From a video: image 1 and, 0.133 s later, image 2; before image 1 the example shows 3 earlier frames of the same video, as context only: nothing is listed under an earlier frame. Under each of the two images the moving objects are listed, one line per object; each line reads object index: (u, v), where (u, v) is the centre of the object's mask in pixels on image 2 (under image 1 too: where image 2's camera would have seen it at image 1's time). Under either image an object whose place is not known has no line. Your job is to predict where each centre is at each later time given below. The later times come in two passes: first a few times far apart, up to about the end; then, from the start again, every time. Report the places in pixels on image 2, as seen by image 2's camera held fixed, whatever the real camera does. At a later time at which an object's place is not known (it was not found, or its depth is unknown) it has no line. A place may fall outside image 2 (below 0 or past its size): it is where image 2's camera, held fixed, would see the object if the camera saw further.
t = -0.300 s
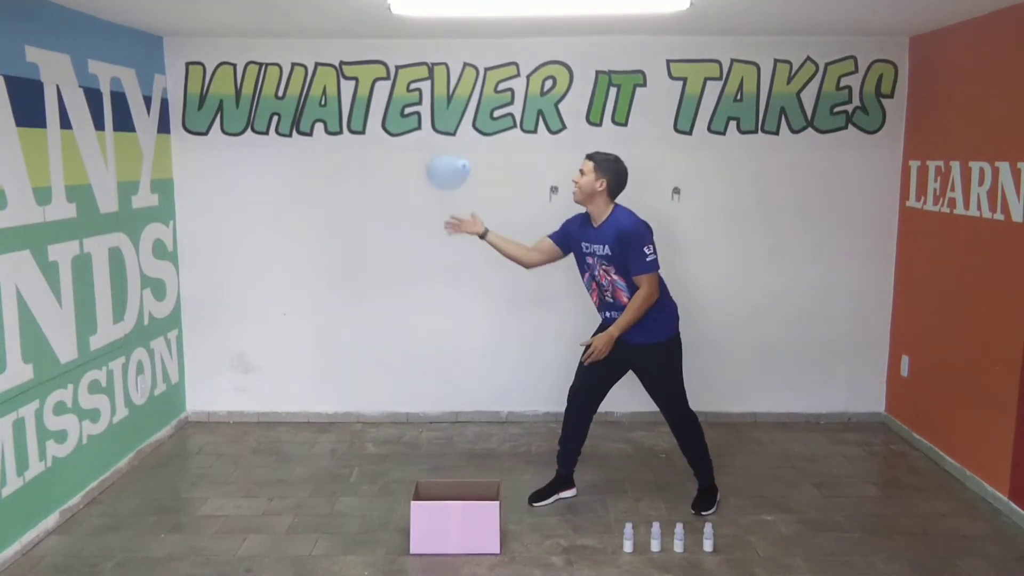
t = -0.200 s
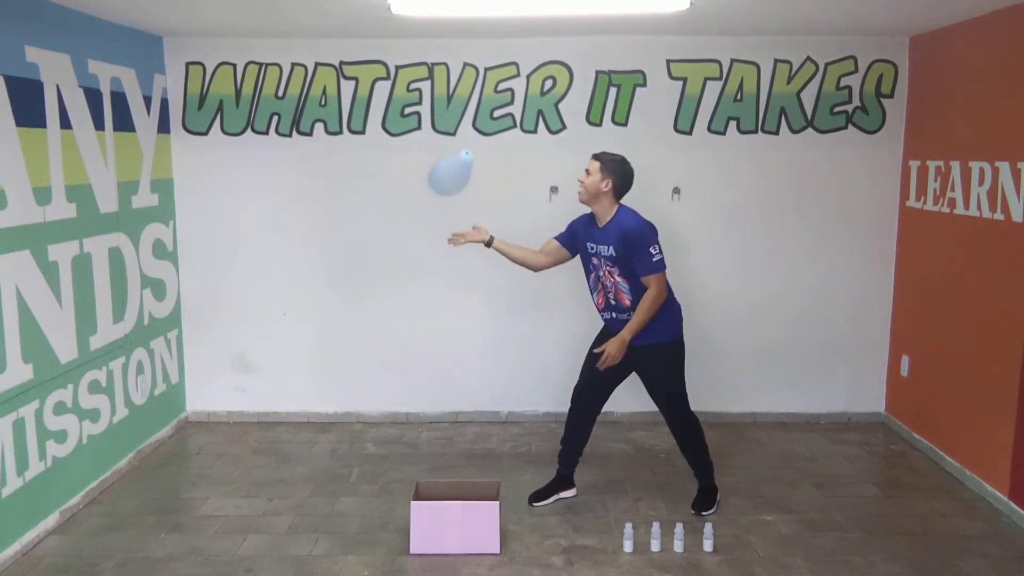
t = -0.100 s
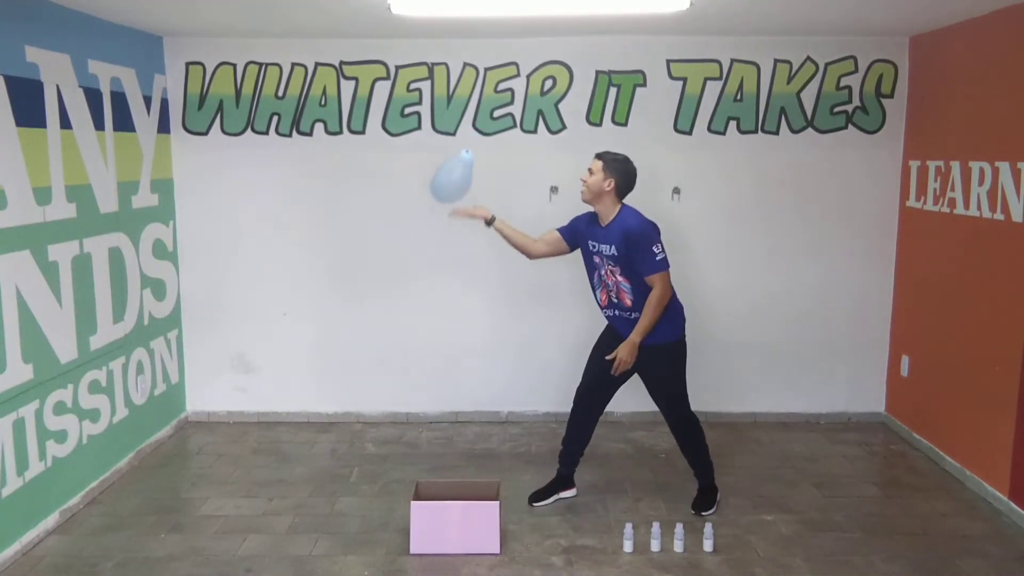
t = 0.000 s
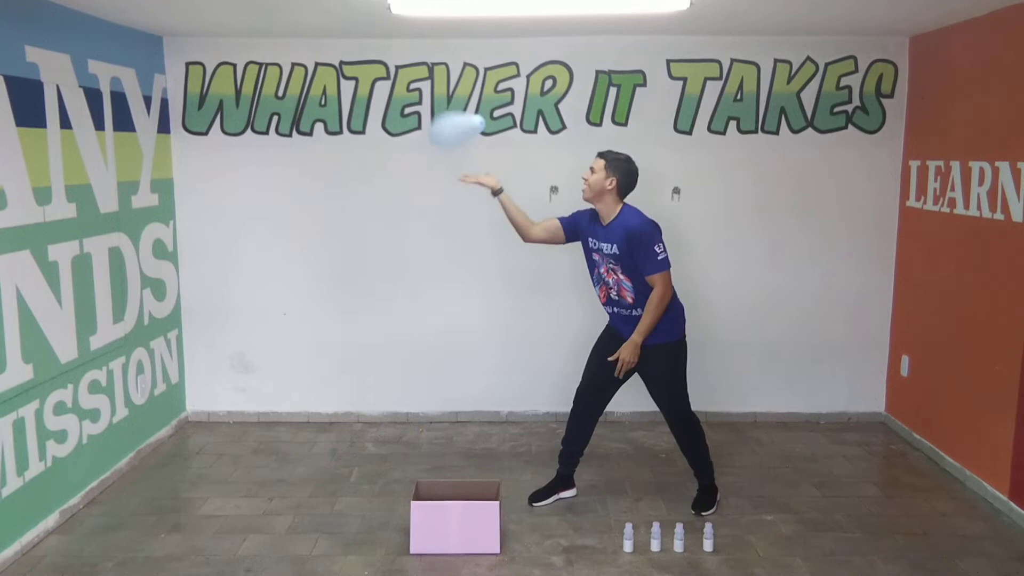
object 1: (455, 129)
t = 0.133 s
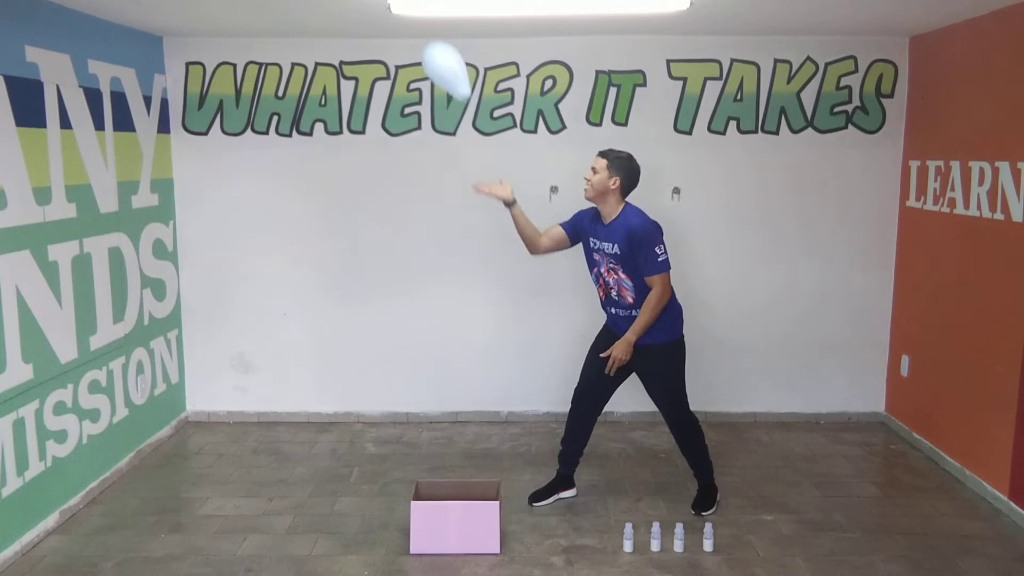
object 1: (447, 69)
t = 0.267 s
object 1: (438, 32)
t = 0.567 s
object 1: (435, 90)
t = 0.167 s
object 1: (444, 56)
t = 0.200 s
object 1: (441, 45)
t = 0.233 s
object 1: (439, 38)
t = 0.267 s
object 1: (438, 32)
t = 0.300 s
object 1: (437, 34)
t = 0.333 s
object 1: (436, 38)
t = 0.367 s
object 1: (435, 46)
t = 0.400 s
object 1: (435, 54)
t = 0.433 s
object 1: (435, 61)
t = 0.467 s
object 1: (436, 69)
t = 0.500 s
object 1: (436, 76)
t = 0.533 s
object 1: (436, 83)
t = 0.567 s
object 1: (435, 90)
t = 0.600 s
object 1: (434, 99)
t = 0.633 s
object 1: (433, 108)
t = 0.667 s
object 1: (433, 115)
